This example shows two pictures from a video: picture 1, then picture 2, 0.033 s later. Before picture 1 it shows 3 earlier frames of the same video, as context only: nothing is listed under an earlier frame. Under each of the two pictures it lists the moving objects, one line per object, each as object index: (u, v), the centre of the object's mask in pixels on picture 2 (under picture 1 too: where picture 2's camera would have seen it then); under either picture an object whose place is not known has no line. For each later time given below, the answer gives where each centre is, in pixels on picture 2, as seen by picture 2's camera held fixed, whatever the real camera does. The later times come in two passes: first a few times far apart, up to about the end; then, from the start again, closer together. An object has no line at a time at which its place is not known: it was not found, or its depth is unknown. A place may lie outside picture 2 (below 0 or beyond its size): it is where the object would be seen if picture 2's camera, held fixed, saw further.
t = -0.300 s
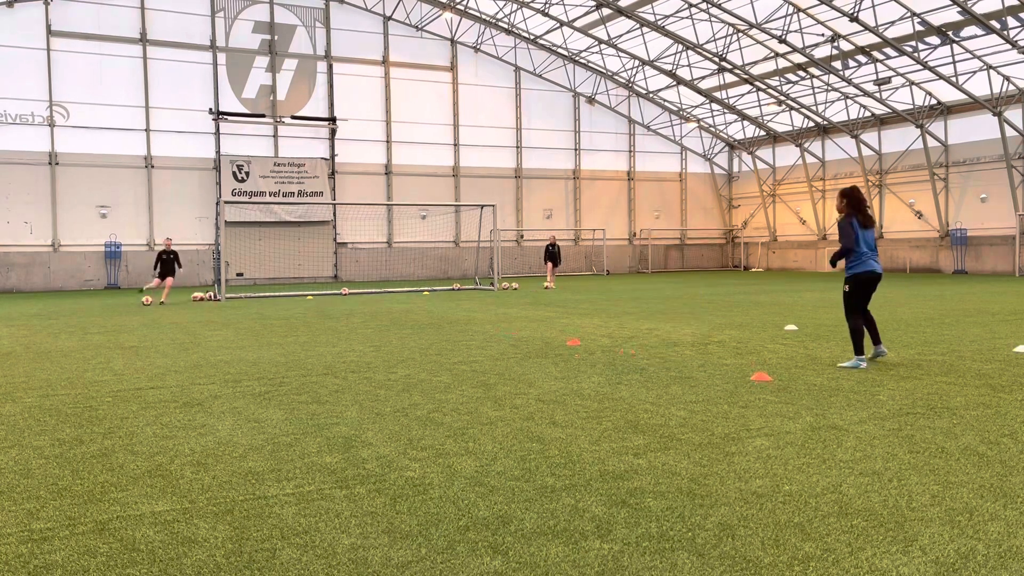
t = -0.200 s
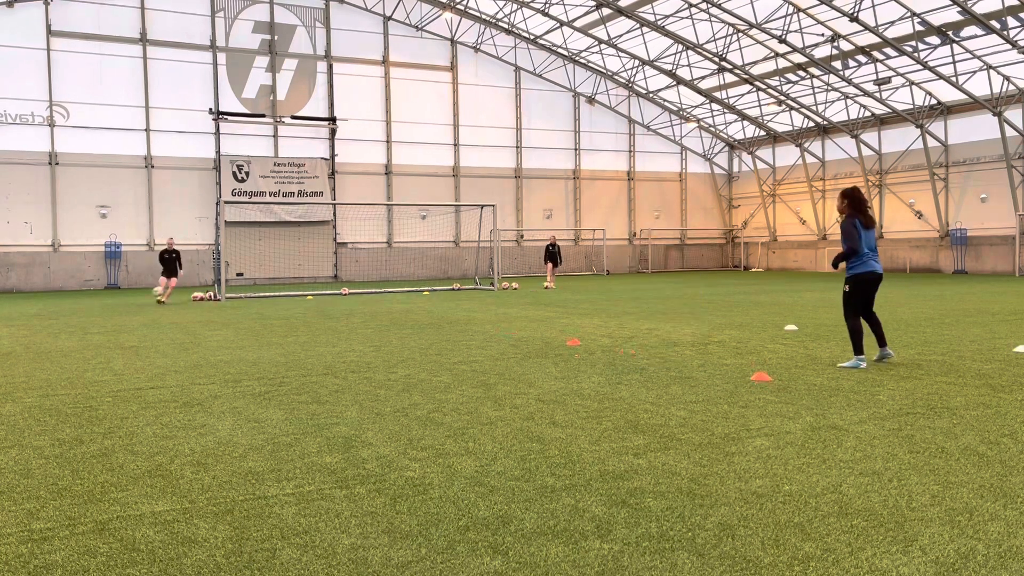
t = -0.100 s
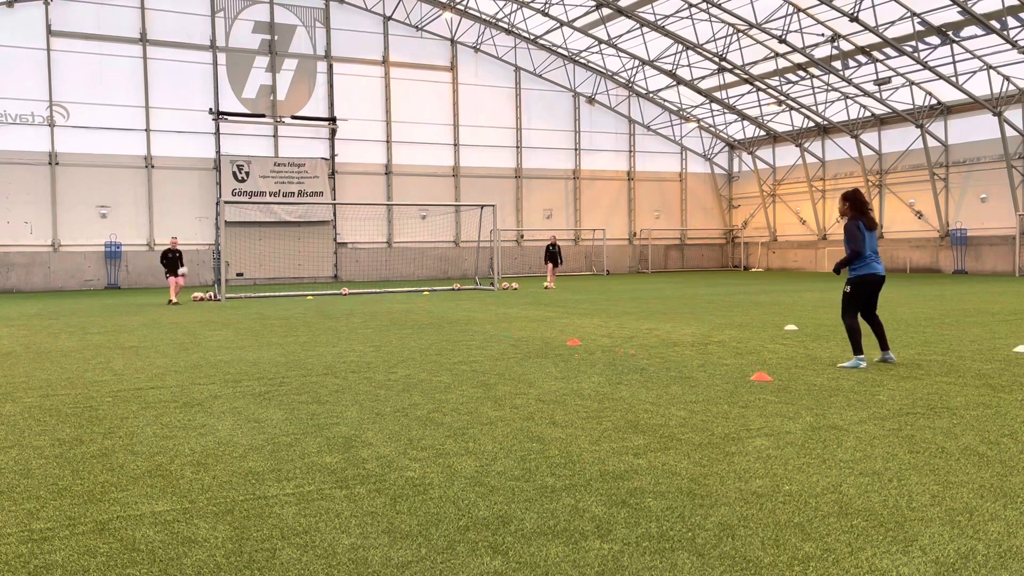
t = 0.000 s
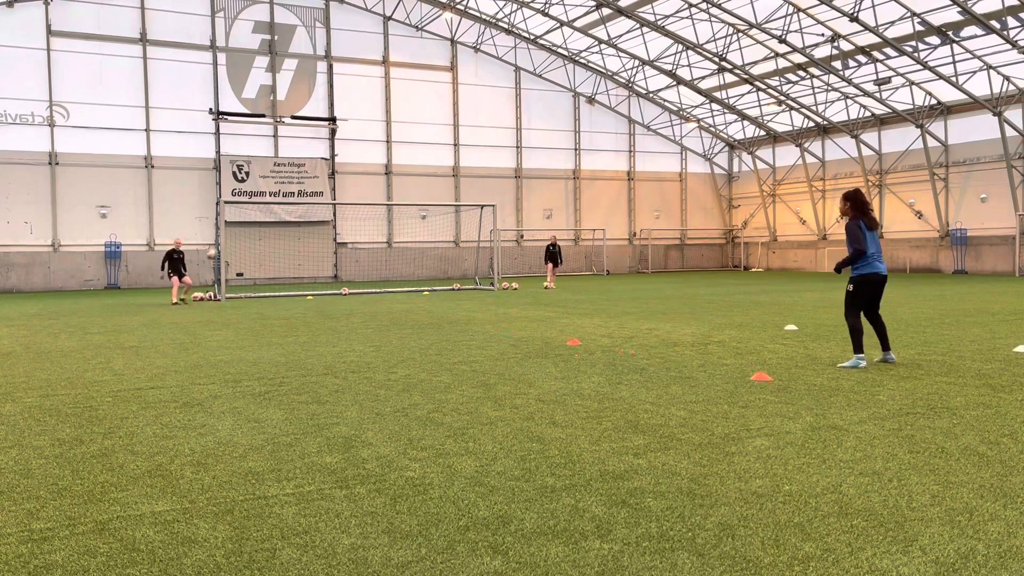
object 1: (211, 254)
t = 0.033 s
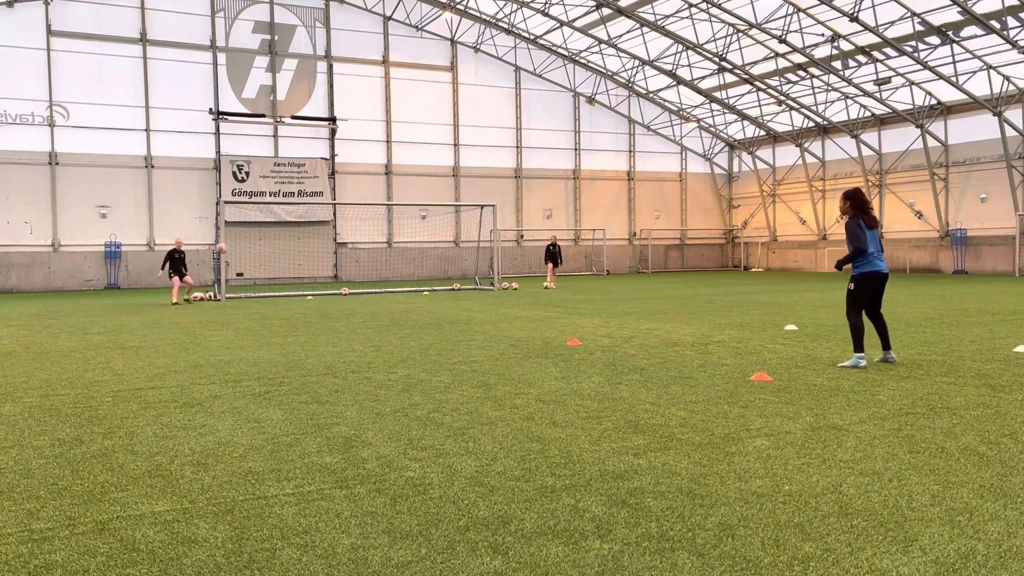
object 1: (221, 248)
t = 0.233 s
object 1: (288, 219)
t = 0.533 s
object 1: (418, 203)
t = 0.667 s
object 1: (490, 208)
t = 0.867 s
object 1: (624, 241)
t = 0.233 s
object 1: (288, 219)
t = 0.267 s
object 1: (302, 216)
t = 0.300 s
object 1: (314, 214)
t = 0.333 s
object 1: (328, 210)
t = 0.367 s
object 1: (342, 208)
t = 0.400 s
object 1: (357, 206)
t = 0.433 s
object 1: (371, 205)
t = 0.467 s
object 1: (387, 203)
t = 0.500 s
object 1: (402, 204)
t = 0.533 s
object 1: (418, 203)
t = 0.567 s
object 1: (435, 203)
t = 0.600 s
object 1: (454, 205)
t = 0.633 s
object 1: (472, 207)
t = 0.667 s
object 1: (490, 208)
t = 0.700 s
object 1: (510, 212)
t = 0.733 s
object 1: (531, 216)
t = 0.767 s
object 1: (552, 221)
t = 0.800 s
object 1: (575, 226)
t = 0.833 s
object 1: (598, 232)
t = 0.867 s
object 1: (624, 241)
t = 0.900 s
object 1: (650, 248)
